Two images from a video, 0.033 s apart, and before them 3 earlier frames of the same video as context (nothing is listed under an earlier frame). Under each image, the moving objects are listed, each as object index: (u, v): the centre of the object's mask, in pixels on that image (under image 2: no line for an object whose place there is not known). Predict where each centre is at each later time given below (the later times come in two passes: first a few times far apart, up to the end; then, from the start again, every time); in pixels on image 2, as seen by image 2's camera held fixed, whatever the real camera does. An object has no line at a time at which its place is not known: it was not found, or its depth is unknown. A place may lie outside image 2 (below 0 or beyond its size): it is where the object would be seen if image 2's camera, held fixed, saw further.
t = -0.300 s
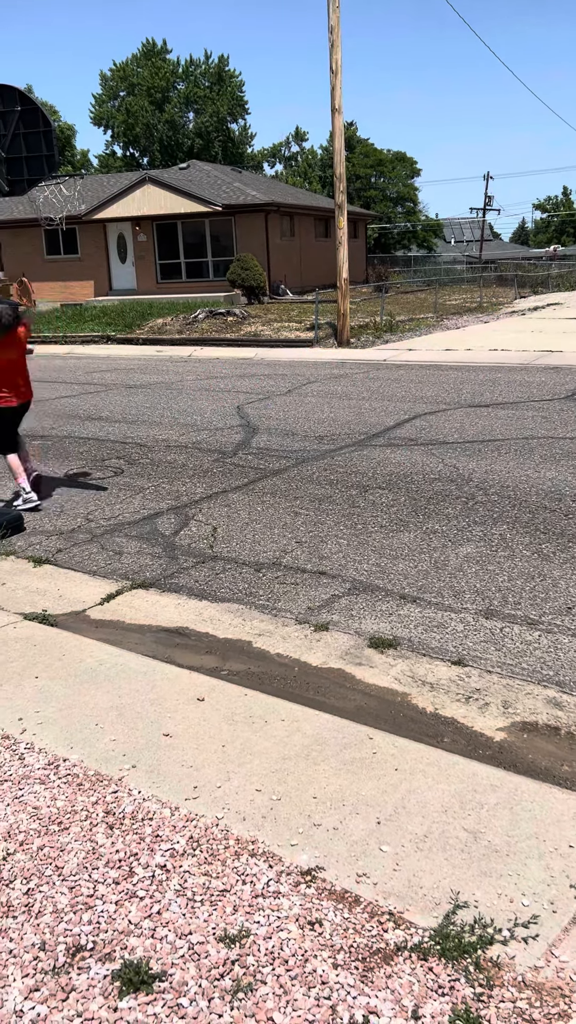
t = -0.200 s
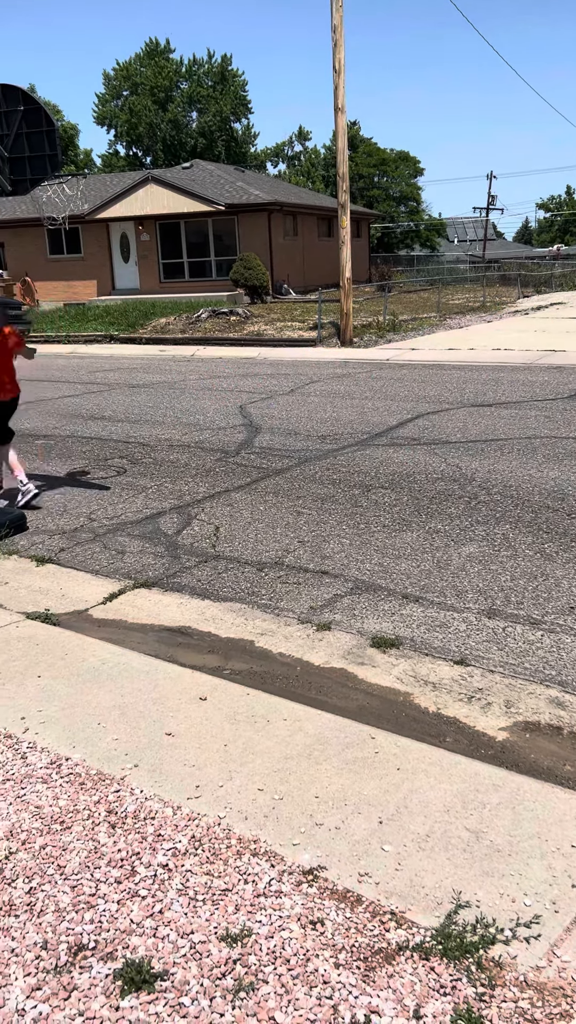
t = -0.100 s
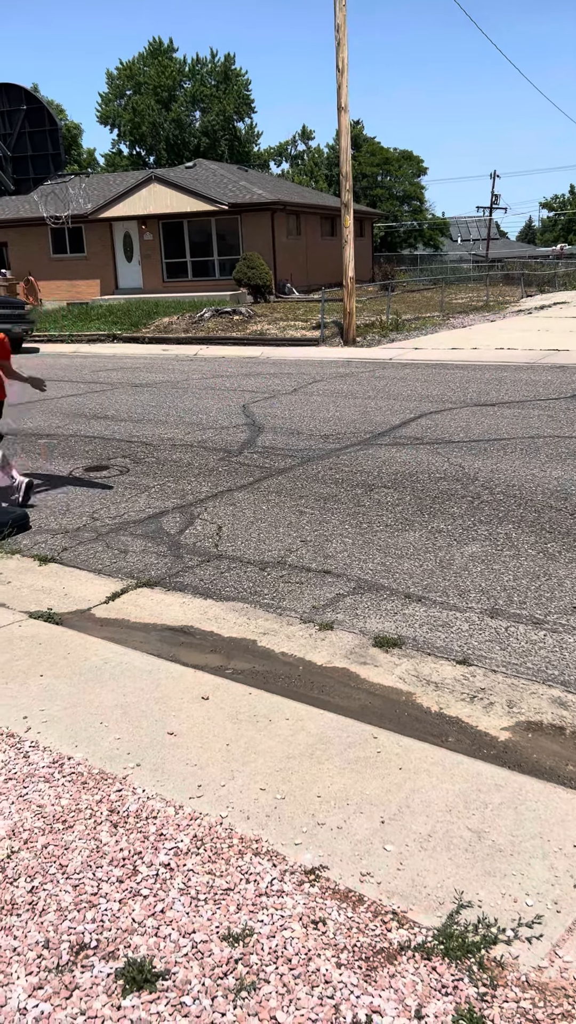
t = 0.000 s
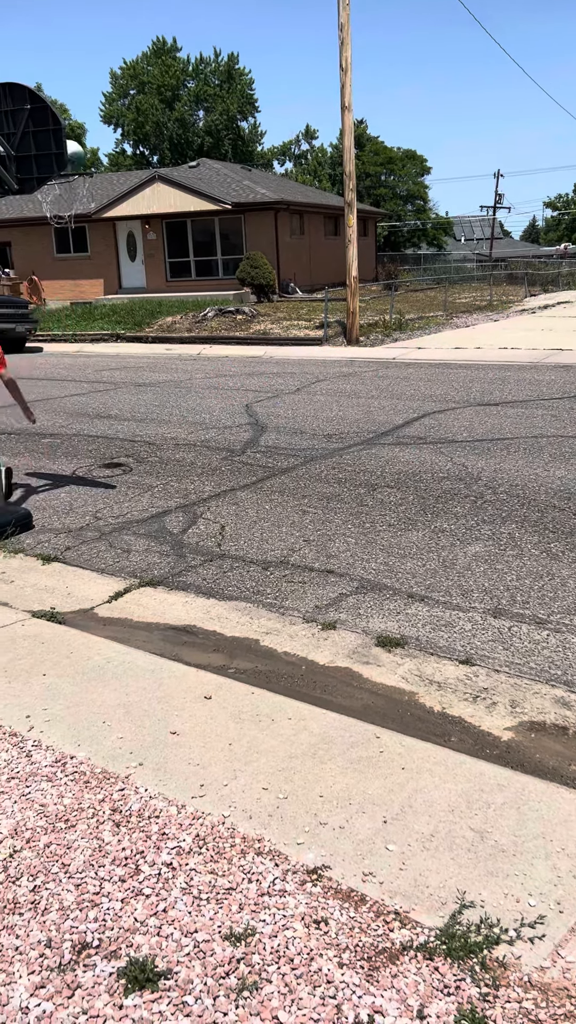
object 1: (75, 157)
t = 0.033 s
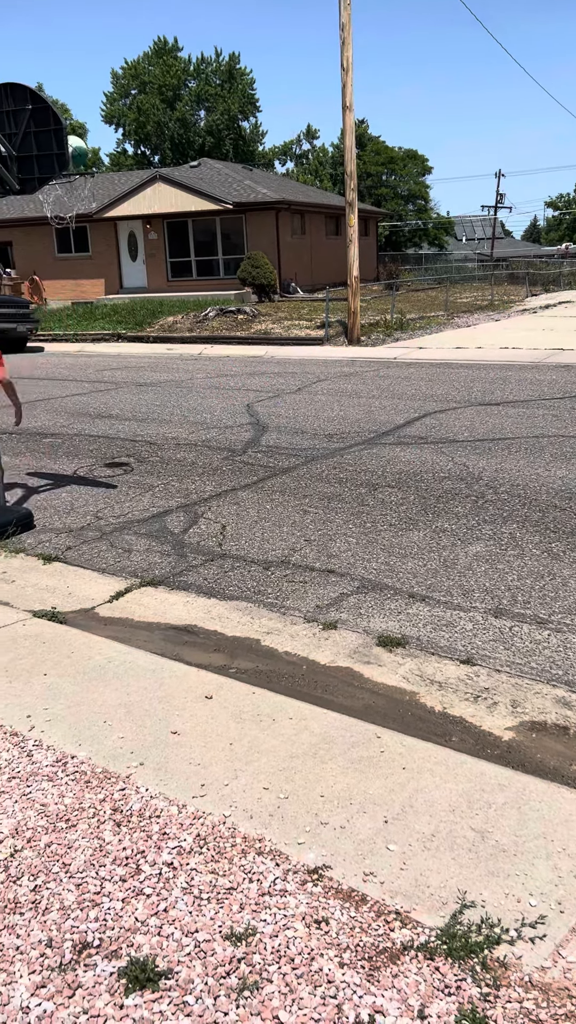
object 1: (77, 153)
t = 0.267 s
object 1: (90, 158)
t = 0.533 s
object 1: (125, 225)
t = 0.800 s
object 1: (165, 378)
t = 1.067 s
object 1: (191, 378)
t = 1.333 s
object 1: (213, 289)
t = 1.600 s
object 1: (242, 291)
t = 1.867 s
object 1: (273, 383)
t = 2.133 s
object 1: (299, 396)
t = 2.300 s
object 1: (313, 350)
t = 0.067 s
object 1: (78, 150)
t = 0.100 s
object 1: (79, 149)
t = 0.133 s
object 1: (80, 150)
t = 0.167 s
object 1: (82, 152)
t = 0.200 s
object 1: (83, 156)
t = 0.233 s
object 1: (87, 156)
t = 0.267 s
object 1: (90, 158)
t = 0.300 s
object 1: (95, 160)
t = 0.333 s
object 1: (99, 165)
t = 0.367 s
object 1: (104, 171)
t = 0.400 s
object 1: (108, 178)
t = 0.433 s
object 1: (112, 188)
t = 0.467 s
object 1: (117, 199)
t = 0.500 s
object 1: (120, 211)
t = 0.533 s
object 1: (125, 225)
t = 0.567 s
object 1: (130, 239)
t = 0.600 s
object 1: (134, 255)
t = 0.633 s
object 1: (139, 272)
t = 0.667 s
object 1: (144, 291)
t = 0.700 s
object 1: (150, 312)
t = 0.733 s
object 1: (154, 333)
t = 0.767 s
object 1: (160, 355)
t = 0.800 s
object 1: (165, 378)
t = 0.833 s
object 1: (170, 402)
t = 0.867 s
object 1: (174, 426)
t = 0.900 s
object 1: (179, 451)
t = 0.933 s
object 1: (183, 453)
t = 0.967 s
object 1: (185, 432)
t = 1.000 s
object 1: (187, 413)
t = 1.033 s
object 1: (189, 395)
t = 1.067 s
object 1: (191, 378)
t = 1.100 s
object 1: (193, 362)
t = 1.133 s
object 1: (196, 348)
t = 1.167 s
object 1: (198, 334)
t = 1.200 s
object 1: (201, 322)
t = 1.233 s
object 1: (203, 312)
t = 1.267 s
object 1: (206, 303)
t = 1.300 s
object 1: (210, 295)
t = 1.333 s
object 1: (213, 289)
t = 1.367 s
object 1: (216, 284)
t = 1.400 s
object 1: (220, 281)
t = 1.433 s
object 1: (223, 279)
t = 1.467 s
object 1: (226, 279)
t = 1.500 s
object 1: (230, 280)
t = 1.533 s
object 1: (234, 282)
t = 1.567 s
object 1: (238, 286)
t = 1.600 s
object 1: (242, 291)
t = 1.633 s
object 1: (245, 298)
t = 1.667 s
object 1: (248, 306)
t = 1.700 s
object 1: (253, 316)
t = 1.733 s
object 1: (257, 327)
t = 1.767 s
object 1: (261, 339)
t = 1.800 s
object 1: (265, 352)
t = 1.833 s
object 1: (269, 367)
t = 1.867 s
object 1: (273, 383)
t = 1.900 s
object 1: (278, 400)
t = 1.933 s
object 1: (281, 418)
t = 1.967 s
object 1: (285, 436)
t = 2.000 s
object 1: (289, 456)
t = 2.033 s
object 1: (291, 439)
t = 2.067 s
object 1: (294, 424)
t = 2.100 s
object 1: (296, 409)
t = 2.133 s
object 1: (299, 396)
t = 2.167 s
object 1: (302, 384)
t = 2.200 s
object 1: (305, 374)
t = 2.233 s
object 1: (307, 366)
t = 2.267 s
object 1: (310, 357)
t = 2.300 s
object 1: (313, 350)
